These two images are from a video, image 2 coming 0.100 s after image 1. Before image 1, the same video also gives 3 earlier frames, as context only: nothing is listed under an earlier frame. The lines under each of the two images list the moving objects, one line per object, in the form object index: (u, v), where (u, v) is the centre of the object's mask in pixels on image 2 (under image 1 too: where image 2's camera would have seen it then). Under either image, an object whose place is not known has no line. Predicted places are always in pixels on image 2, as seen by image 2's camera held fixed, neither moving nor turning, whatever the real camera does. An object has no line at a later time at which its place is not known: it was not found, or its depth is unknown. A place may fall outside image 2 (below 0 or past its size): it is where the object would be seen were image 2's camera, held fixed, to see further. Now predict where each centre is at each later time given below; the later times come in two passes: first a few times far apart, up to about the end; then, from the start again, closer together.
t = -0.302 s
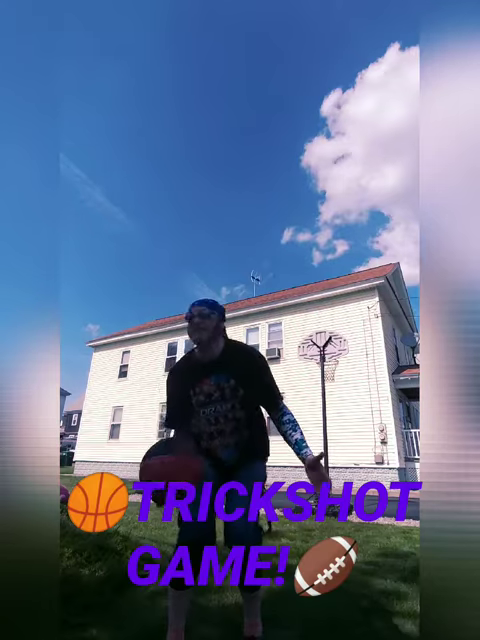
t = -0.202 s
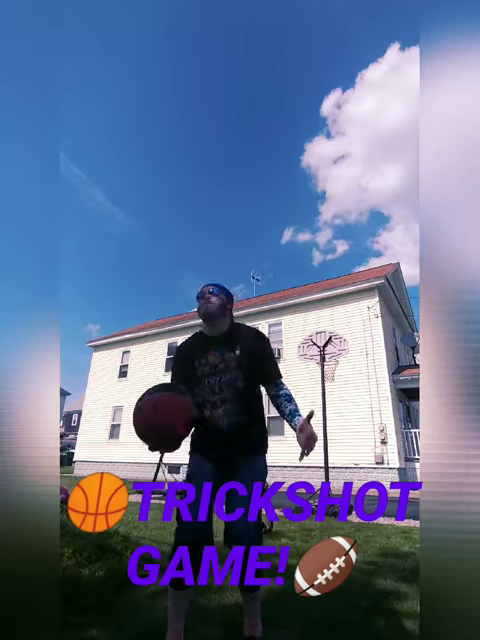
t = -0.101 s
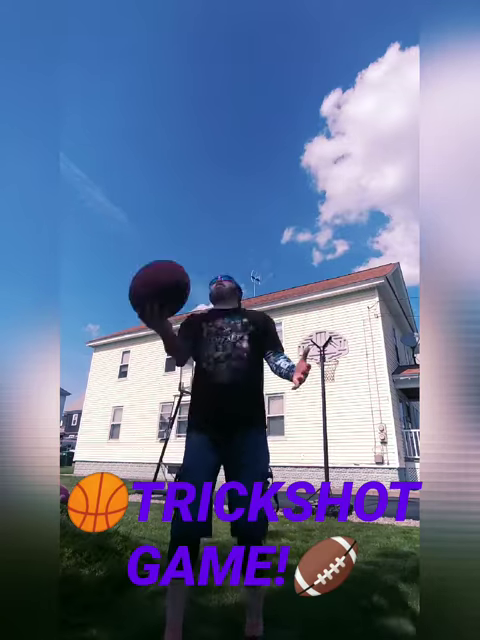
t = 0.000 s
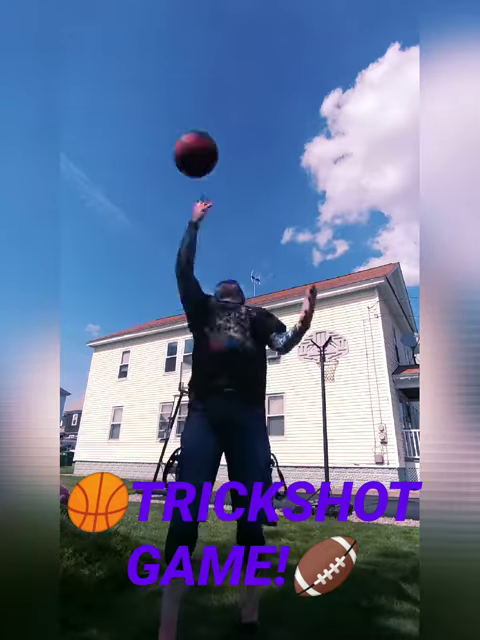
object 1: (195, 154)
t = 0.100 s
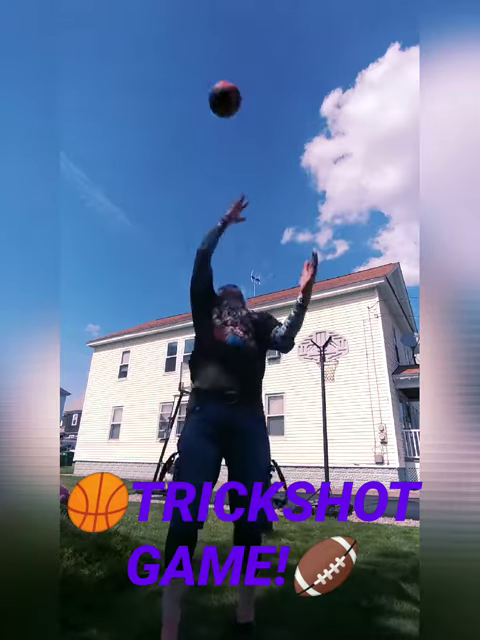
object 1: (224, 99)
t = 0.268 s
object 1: (250, 63)
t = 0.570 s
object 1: (273, 60)
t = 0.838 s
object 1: (284, 86)
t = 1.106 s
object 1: (293, 128)
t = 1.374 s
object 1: (302, 186)
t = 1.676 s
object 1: (313, 271)
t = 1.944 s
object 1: (331, 376)
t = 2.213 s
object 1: (367, 454)
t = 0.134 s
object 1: (231, 88)
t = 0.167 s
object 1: (237, 80)
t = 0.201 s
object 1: (243, 73)
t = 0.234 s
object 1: (247, 68)
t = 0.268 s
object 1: (250, 63)
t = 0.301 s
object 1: (254, 60)
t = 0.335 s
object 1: (257, 58)
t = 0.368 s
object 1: (260, 57)
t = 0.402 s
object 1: (262, 56)
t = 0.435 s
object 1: (264, 55)
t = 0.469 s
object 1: (267, 56)
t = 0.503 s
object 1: (269, 57)
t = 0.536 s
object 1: (271, 59)
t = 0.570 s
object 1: (273, 60)
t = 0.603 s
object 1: (274, 61)
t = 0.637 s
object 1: (276, 64)
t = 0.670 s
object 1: (278, 67)
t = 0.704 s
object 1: (279, 71)
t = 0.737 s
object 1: (280, 74)
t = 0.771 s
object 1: (281, 78)
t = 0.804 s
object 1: (283, 82)
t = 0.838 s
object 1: (284, 86)
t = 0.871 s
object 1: (285, 90)
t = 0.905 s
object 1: (286, 94)
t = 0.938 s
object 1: (287, 99)
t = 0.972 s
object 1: (289, 105)
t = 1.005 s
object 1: (290, 110)
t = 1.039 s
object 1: (291, 117)
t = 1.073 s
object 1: (292, 121)
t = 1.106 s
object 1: (293, 128)
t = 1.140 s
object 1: (294, 134)
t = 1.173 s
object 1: (295, 141)
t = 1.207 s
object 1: (296, 148)
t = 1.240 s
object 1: (297, 155)
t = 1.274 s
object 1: (298, 162)
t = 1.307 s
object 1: (300, 169)
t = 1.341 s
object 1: (301, 177)
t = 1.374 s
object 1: (302, 186)
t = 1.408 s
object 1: (303, 194)
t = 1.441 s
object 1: (304, 202)
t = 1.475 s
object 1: (305, 211)
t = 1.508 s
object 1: (307, 220)
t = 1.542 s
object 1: (308, 230)
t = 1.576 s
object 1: (309, 240)
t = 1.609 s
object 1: (310, 251)
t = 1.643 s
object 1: (312, 261)
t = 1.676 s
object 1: (313, 271)
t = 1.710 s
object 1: (315, 284)
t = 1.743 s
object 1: (315, 295)
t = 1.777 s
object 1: (318, 319)
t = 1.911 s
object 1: (327, 368)
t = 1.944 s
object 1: (331, 376)
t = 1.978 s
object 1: (335, 383)
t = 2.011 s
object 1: (339, 390)
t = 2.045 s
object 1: (343, 399)
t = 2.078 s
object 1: (348, 408)
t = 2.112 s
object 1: (352, 418)
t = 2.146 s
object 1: (357, 429)
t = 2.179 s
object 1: (362, 441)
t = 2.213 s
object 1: (367, 454)
